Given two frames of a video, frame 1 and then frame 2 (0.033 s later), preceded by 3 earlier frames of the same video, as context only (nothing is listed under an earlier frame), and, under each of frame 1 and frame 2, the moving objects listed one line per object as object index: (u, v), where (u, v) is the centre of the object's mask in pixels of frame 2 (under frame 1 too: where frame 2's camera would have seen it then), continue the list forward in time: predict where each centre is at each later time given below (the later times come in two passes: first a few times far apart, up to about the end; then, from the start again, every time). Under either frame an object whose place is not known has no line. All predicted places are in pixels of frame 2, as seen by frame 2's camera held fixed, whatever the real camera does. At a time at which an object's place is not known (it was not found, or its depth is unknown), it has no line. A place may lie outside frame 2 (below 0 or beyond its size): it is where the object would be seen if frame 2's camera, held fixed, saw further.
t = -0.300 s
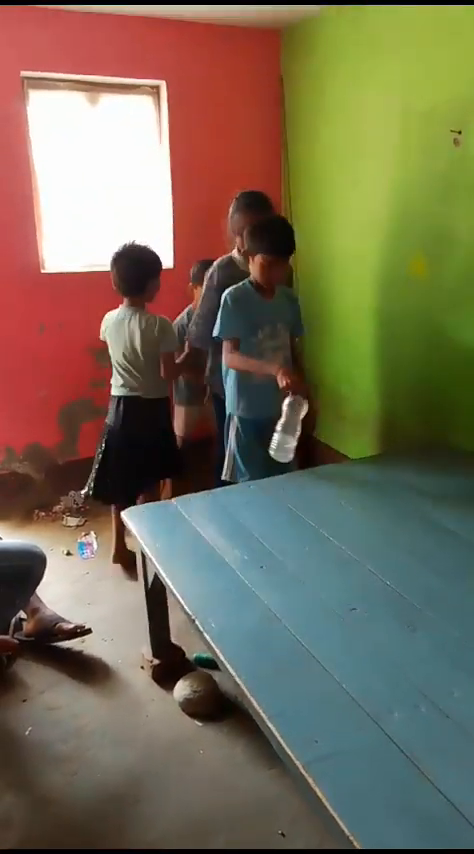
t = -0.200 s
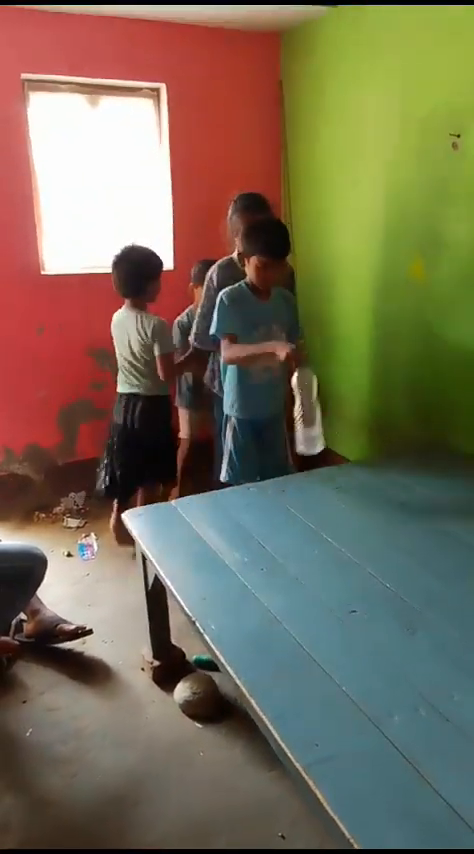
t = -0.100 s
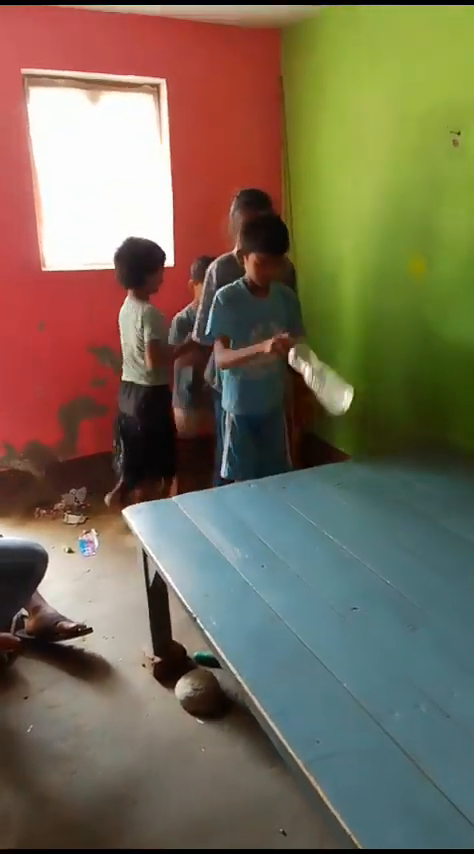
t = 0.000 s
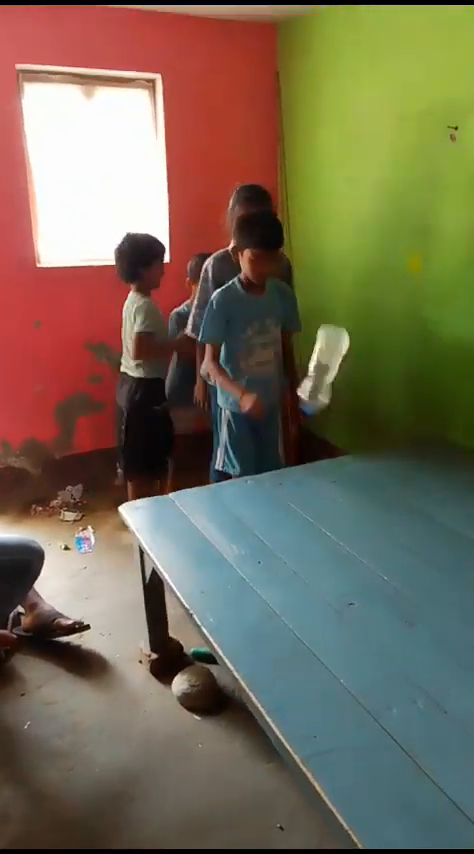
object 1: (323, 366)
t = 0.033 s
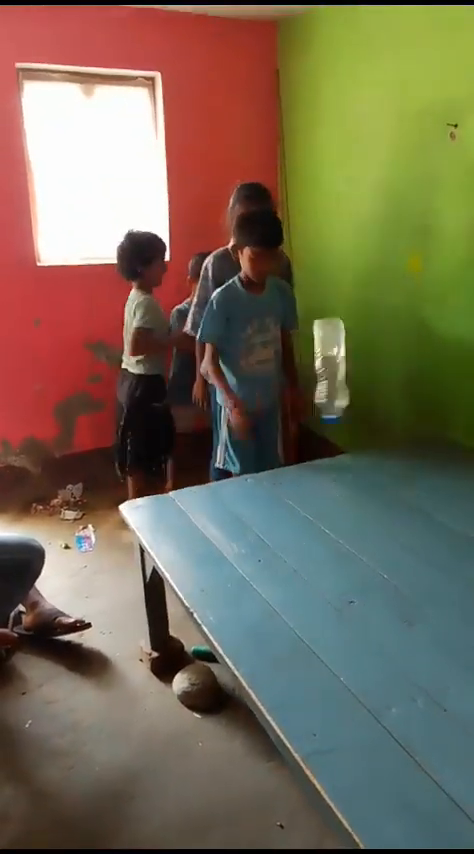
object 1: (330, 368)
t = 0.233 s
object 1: (330, 366)
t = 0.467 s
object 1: (303, 462)
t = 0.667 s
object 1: (279, 473)
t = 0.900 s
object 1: (276, 482)
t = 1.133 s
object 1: (276, 482)
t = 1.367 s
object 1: (277, 482)
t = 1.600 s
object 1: (276, 482)
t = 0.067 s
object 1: (338, 363)
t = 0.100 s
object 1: (344, 355)
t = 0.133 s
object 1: (345, 347)
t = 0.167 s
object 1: (342, 346)
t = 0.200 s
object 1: (336, 353)
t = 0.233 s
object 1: (330, 366)
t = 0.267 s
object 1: (325, 384)
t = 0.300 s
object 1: (321, 408)
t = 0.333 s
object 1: (317, 437)
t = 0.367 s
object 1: (312, 464)
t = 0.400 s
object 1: (309, 463)
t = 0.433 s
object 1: (306, 462)
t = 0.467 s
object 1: (303, 462)
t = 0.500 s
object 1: (300, 462)
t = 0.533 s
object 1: (297, 462)
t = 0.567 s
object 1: (293, 462)
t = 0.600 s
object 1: (288, 464)
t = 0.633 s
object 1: (284, 467)
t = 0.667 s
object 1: (279, 473)
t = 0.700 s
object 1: (277, 481)
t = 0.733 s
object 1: (276, 480)
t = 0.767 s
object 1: (276, 481)
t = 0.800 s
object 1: (276, 482)
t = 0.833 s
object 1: (276, 482)
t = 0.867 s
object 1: (277, 482)
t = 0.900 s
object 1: (276, 482)
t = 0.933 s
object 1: (276, 482)
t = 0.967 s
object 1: (276, 482)
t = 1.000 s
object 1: (276, 482)
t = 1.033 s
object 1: (276, 482)
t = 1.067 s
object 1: (277, 482)
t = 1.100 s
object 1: (277, 482)
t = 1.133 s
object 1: (276, 482)
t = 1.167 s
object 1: (277, 482)
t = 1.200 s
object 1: (277, 482)
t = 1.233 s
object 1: (277, 482)
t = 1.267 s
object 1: (277, 482)
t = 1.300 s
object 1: (277, 482)
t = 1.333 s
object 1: (277, 482)
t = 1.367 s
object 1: (277, 482)
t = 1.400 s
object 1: (277, 482)
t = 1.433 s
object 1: (277, 482)
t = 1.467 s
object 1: (277, 482)
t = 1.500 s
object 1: (277, 482)
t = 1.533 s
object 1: (277, 482)
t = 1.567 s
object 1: (277, 482)
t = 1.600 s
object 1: (276, 482)
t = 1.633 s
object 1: (277, 482)
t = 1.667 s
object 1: (276, 482)
